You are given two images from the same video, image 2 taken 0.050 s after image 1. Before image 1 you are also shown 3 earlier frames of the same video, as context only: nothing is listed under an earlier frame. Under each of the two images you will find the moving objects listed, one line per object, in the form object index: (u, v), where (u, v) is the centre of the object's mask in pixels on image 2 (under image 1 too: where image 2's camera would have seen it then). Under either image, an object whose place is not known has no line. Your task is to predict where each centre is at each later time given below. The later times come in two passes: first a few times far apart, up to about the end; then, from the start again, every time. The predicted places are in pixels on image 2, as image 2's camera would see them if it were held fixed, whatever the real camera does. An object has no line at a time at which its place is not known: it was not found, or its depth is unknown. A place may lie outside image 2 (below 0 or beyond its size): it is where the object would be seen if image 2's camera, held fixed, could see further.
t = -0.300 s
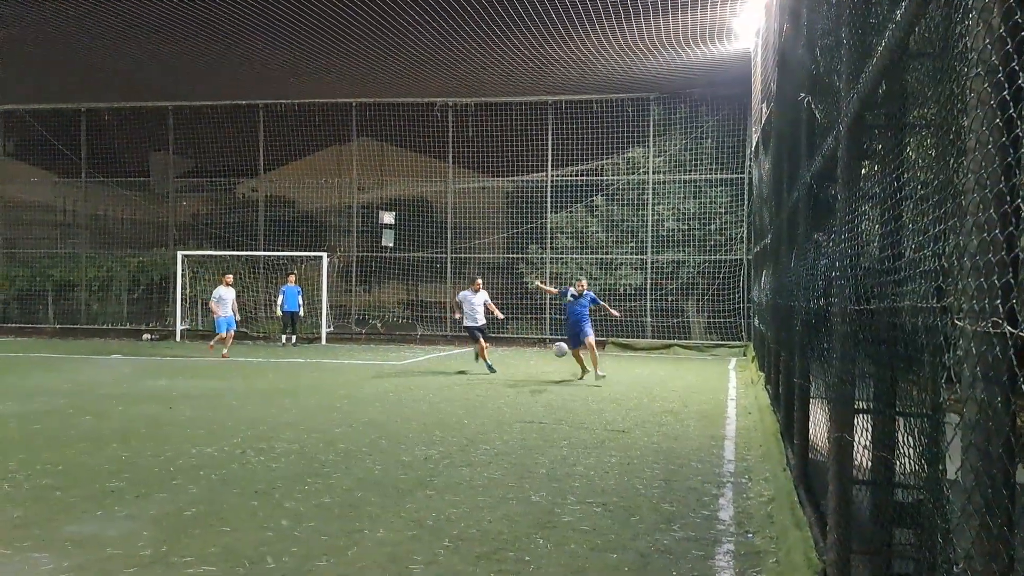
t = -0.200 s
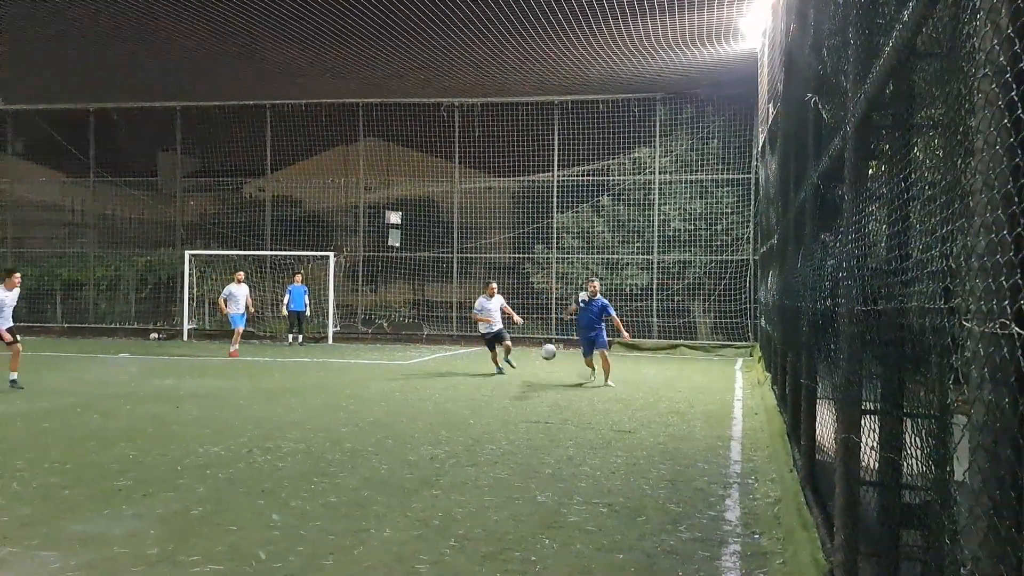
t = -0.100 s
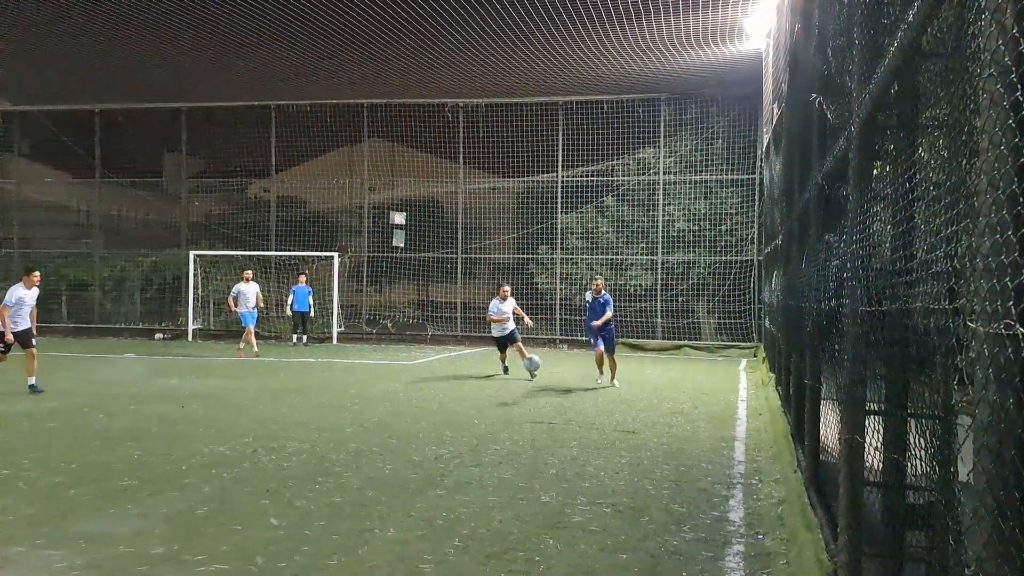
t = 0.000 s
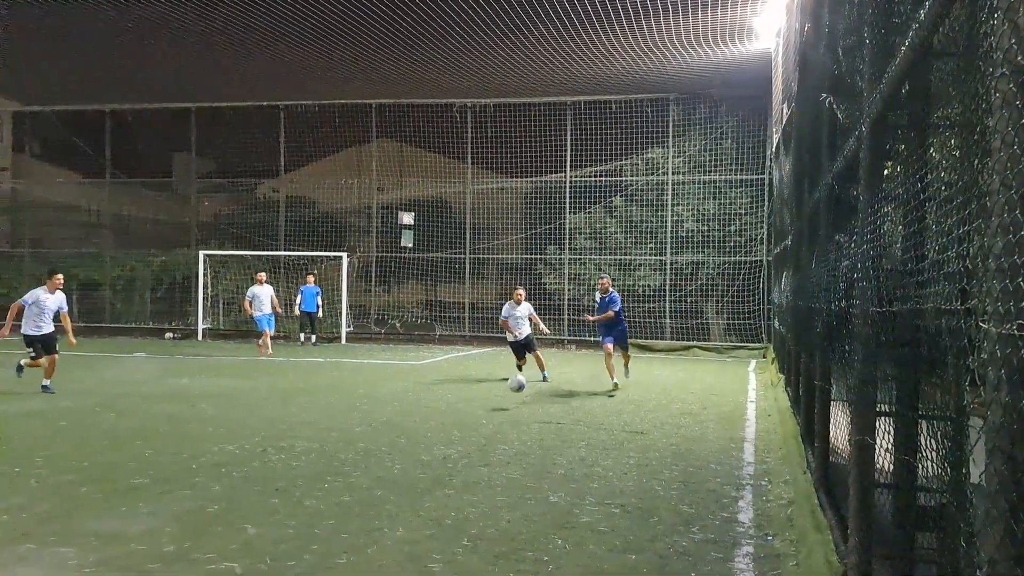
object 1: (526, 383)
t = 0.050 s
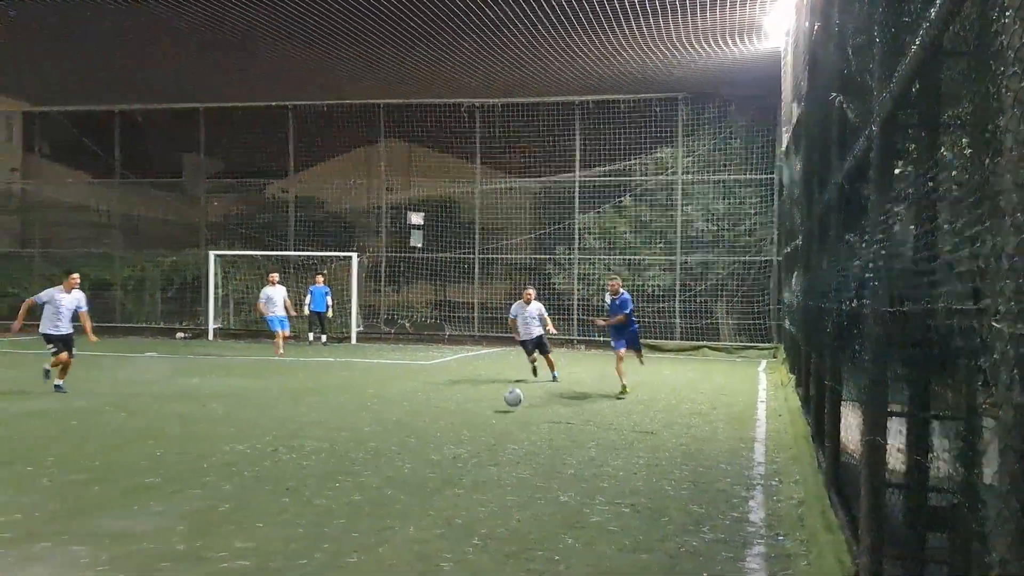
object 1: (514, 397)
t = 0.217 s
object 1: (498, 389)
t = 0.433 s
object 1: (475, 401)
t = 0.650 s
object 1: (448, 423)
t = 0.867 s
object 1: (415, 452)
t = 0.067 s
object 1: (510, 403)
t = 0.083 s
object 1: (507, 403)
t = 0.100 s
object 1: (505, 401)
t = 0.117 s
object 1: (506, 397)
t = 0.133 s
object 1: (504, 396)
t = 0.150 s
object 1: (502, 394)
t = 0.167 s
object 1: (502, 392)
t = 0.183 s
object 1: (502, 391)
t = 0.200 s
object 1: (498, 390)
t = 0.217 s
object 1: (498, 389)
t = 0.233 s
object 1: (495, 389)
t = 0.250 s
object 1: (494, 388)
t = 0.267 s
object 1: (493, 388)
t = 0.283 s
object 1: (491, 388)
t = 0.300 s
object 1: (489, 389)
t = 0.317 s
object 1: (488, 389)
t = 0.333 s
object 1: (486, 390)
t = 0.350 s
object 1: (484, 391)
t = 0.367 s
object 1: (483, 393)
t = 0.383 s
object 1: (481, 395)
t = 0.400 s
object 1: (478, 396)
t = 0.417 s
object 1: (477, 399)
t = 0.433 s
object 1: (475, 401)
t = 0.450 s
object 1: (473, 405)
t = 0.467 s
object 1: (471, 408)
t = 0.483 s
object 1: (470, 411)
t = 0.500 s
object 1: (467, 416)
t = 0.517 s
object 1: (464, 420)
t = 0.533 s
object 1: (463, 424)
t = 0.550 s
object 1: (460, 429)
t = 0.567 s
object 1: (458, 428)
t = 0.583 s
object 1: (457, 427)
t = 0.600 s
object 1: (454, 425)
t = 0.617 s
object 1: (452, 425)
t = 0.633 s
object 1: (451, 424)
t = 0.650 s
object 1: (448, 423)
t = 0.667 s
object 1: (446, 424)
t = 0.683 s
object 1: (443, 425)
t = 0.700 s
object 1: (441, 426)
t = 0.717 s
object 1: (439, 427)
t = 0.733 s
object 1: (437, 428)
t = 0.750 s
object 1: (434, 431)
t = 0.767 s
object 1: (431, 433)
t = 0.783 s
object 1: (429, 435)
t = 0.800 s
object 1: (426, 438)
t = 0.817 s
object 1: (423, 442)
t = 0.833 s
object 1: (420, 445)
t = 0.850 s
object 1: (417, 451)
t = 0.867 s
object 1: (415, 452)
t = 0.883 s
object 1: (412, 452)
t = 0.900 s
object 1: (410, 451)
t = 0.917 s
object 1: (406, 451)
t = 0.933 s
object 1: (405, 453)
